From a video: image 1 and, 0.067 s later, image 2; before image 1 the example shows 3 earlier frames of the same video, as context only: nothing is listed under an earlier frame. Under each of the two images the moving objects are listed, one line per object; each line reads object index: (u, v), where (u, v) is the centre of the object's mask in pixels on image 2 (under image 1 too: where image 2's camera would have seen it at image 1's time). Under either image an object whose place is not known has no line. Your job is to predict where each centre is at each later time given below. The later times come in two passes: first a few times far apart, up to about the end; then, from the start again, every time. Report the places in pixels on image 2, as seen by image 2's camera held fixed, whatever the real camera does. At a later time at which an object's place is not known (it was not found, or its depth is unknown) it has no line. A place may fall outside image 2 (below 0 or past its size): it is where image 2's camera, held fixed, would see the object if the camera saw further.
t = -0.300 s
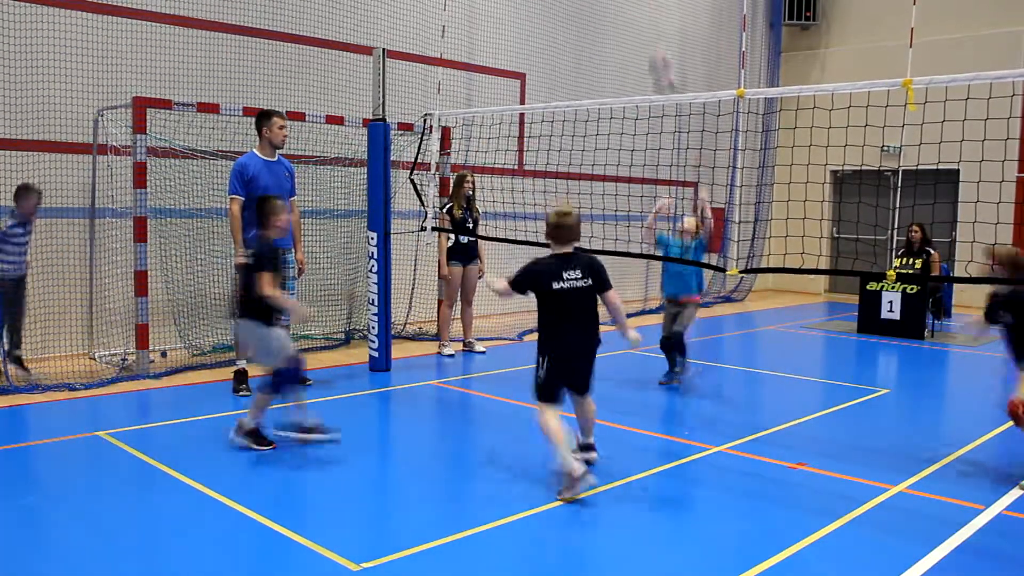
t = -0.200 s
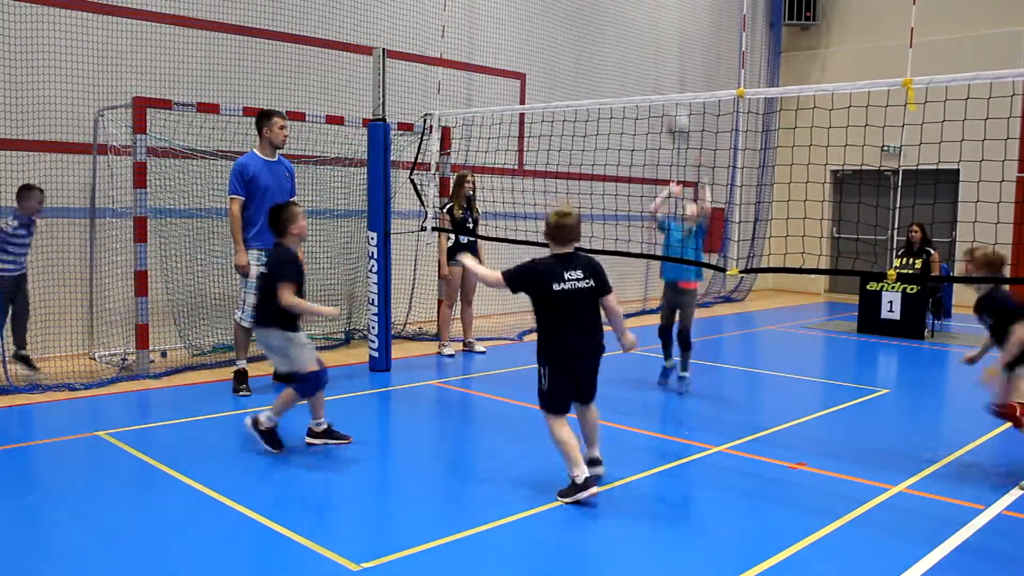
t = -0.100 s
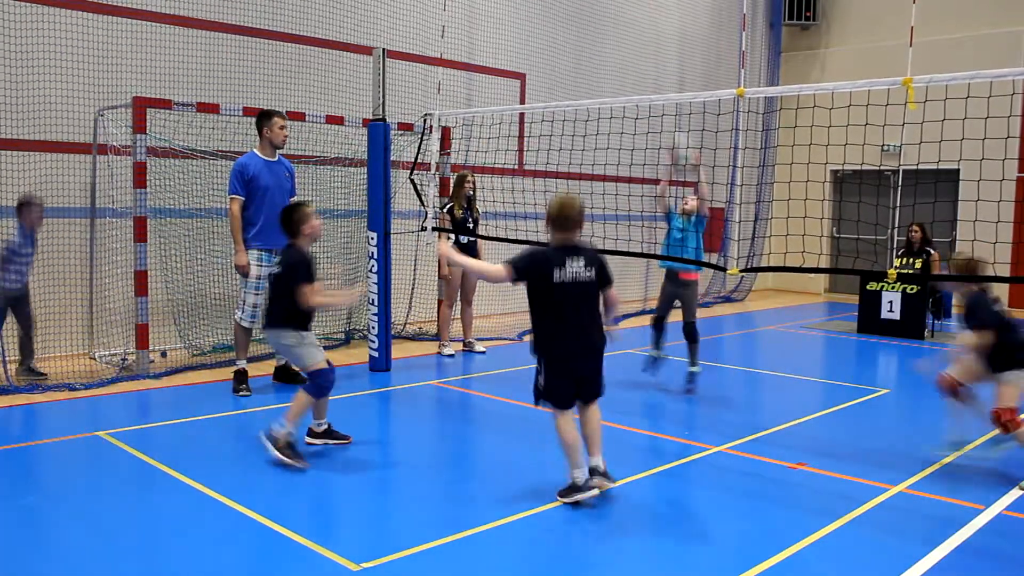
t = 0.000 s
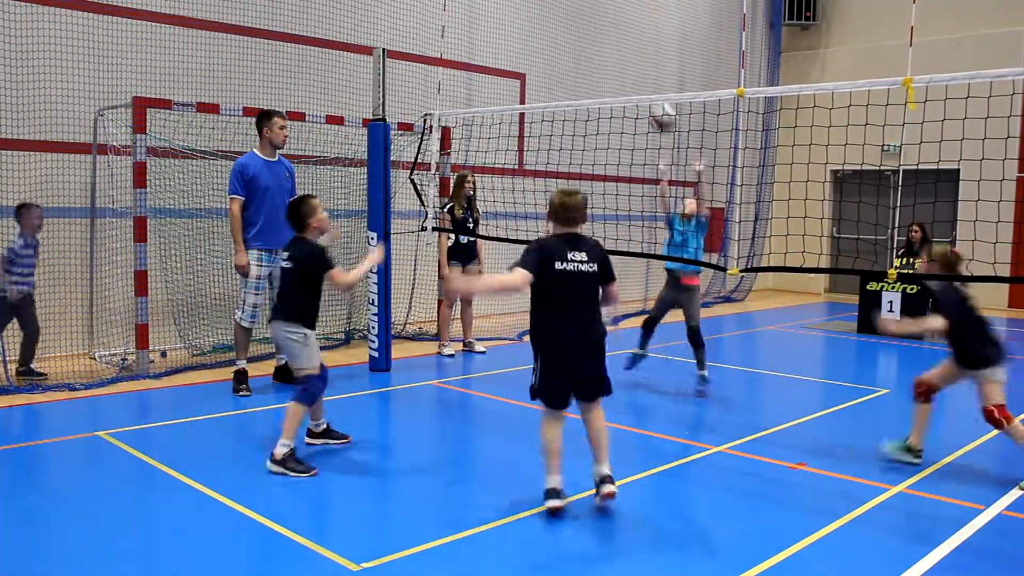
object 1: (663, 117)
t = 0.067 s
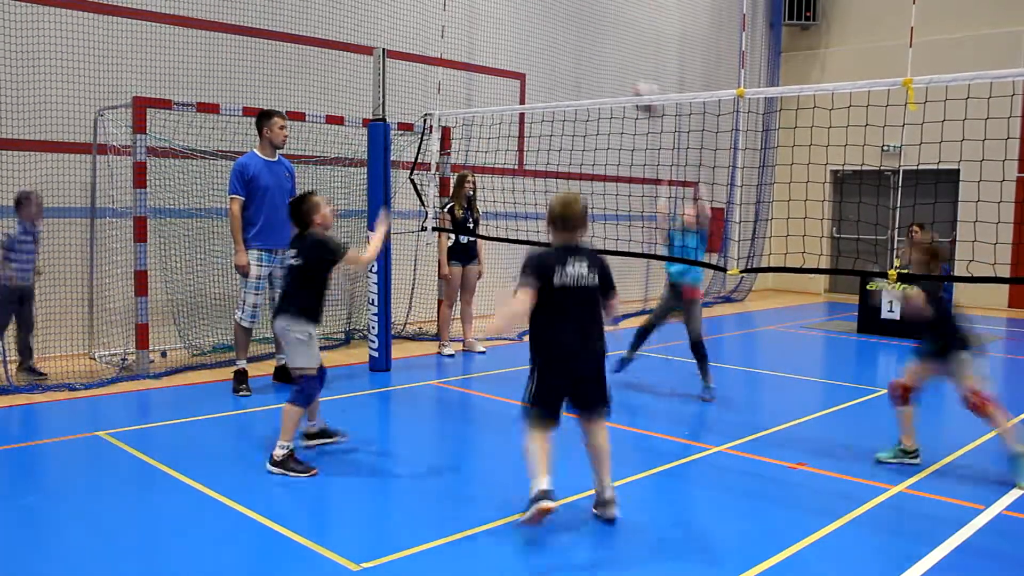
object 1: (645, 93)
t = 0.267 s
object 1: (596, 82)
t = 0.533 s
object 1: (510, 157)
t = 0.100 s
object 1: (638, 87)
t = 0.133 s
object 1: (631, 85)
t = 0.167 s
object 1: (626, 83)
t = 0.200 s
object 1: (615, 82)
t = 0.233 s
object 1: (606, 81)
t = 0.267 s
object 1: (596, 82)
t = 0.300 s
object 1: (589, 84)
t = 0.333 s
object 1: (581, 86)
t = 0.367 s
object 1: (567, 94)
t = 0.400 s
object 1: (556, 105)
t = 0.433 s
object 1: (543, 119)
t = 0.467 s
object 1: (529, 133)
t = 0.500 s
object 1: (523, 142)
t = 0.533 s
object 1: (510, 157)
